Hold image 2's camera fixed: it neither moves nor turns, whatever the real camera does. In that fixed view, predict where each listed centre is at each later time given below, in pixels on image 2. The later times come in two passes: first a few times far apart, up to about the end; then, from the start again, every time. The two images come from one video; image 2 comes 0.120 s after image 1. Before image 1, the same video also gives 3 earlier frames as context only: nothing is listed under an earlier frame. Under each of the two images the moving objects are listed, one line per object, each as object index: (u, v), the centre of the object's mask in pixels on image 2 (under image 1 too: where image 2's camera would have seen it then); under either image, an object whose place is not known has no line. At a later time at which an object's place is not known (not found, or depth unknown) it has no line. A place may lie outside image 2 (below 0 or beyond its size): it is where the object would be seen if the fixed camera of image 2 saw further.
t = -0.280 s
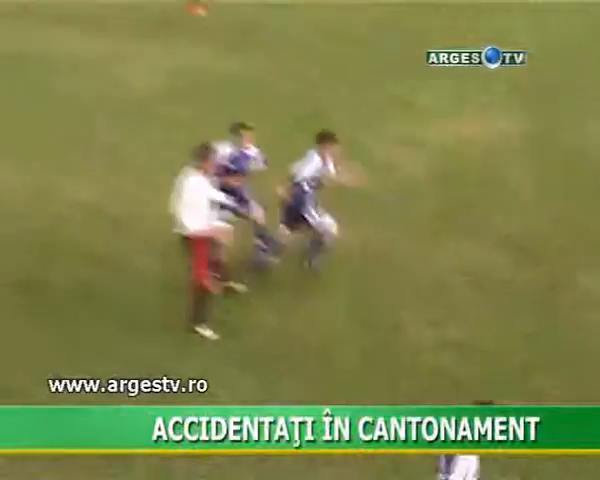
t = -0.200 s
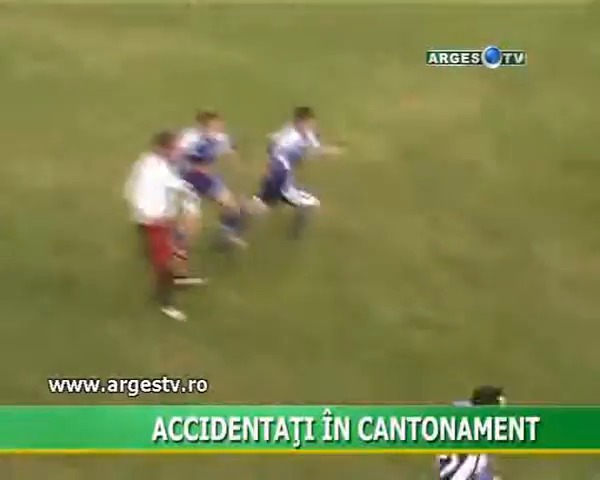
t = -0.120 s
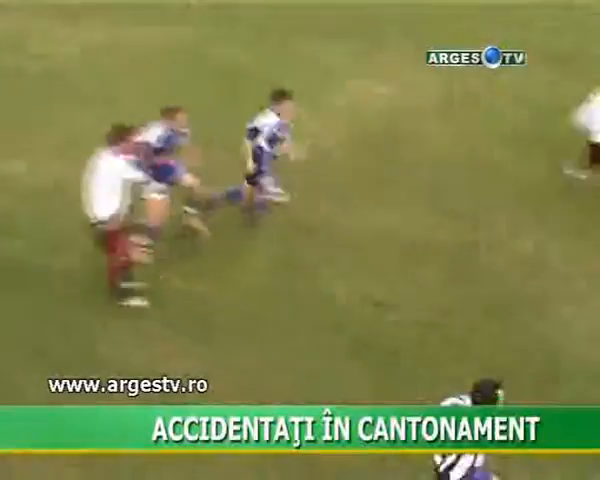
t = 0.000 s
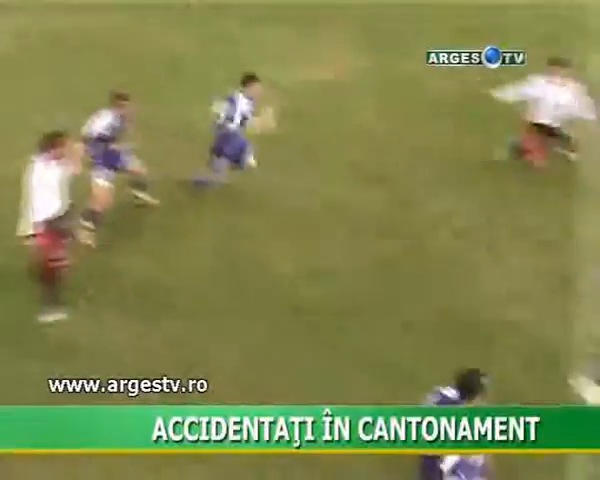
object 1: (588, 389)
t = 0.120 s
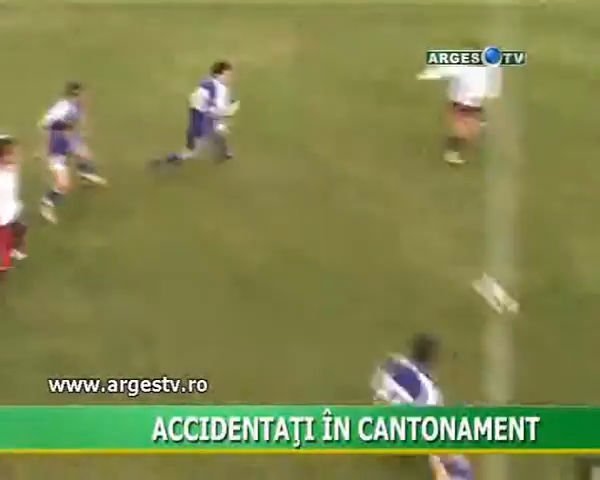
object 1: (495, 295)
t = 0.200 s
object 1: (446, 248)
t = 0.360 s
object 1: (394, 196)
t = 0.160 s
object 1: (467, 269)
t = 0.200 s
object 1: (446, 248)
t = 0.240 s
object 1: (427, 228)
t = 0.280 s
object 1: (411, 213)
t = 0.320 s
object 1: (400, 203)
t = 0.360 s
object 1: (394, 196)
